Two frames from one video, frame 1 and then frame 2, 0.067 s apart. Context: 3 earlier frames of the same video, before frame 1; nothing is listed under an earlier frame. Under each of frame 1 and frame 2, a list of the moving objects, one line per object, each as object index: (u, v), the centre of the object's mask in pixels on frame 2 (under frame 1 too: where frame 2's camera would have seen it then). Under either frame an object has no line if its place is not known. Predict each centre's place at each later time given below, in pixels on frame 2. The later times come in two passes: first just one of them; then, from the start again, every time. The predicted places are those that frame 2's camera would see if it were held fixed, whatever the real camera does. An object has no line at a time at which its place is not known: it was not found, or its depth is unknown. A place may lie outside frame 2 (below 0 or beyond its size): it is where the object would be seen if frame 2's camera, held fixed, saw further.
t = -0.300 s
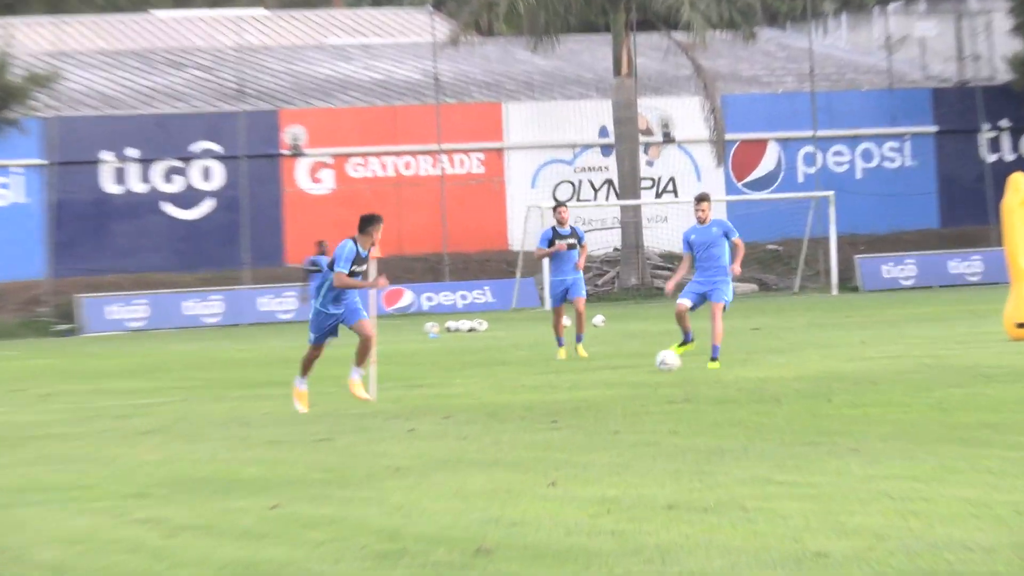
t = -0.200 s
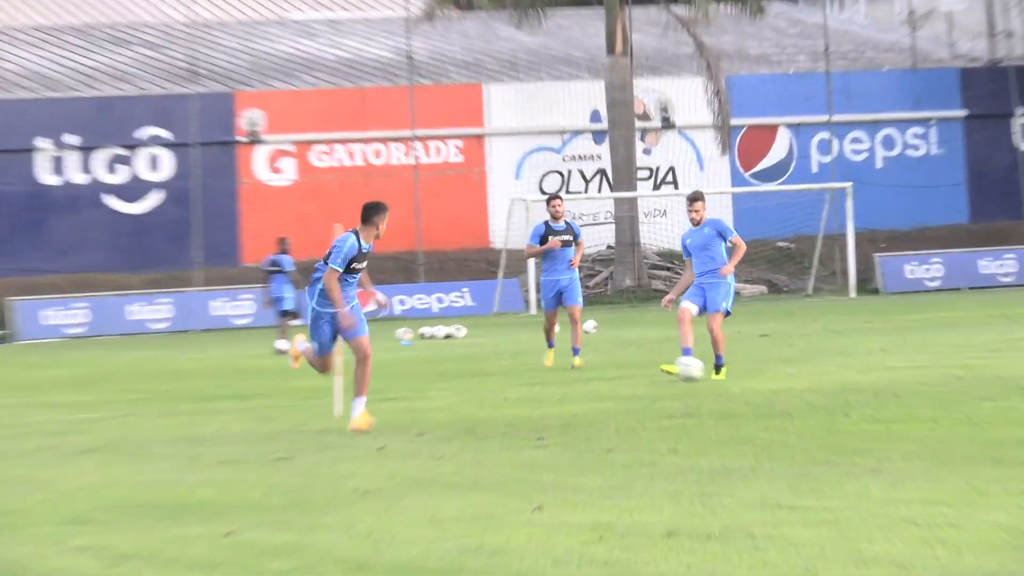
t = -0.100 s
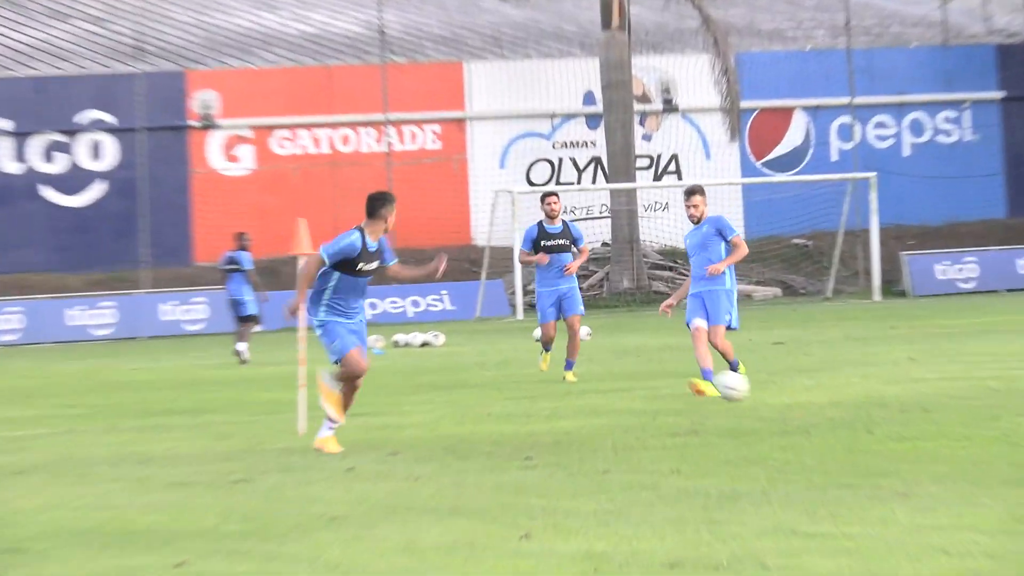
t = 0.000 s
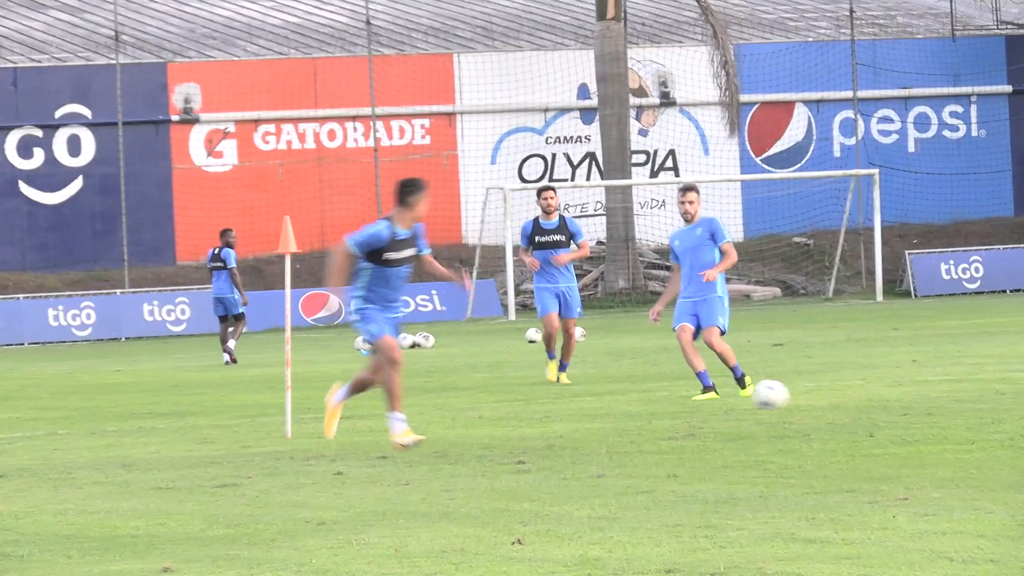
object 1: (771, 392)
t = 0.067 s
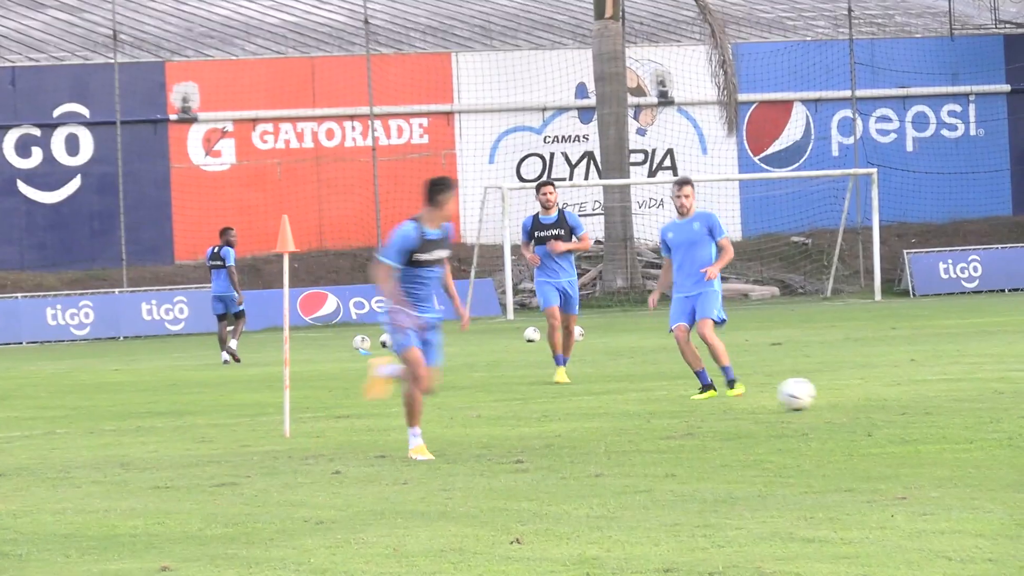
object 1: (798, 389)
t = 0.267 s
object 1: (886, 401)
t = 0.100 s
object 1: (811, 391)
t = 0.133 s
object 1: (825, 393)
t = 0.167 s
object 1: (841, 392)
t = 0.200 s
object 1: (855, 396)
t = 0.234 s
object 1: (872, 402)
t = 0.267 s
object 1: (886, 401)
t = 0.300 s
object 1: (901, 400)
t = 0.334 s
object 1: (915, 405)
